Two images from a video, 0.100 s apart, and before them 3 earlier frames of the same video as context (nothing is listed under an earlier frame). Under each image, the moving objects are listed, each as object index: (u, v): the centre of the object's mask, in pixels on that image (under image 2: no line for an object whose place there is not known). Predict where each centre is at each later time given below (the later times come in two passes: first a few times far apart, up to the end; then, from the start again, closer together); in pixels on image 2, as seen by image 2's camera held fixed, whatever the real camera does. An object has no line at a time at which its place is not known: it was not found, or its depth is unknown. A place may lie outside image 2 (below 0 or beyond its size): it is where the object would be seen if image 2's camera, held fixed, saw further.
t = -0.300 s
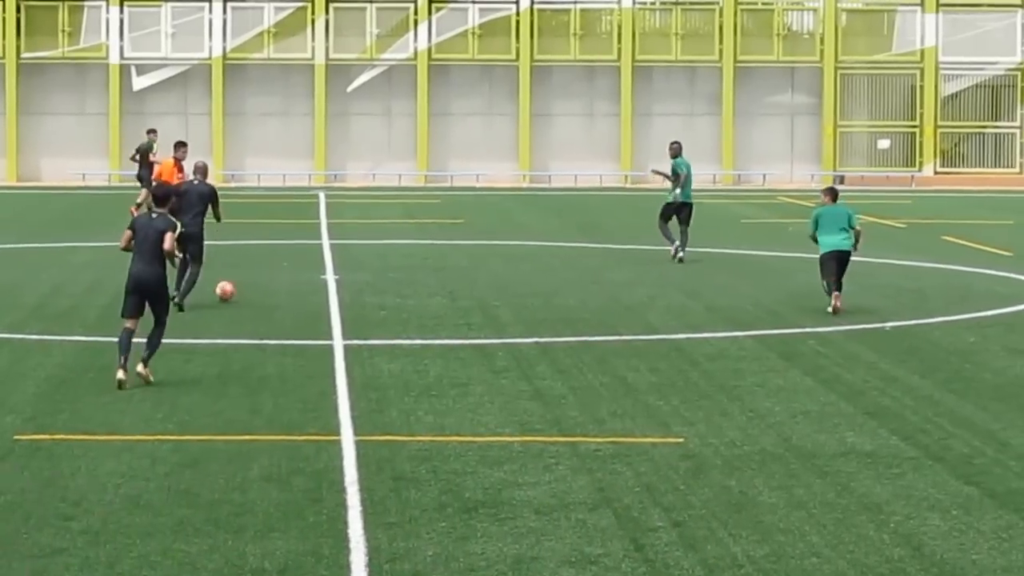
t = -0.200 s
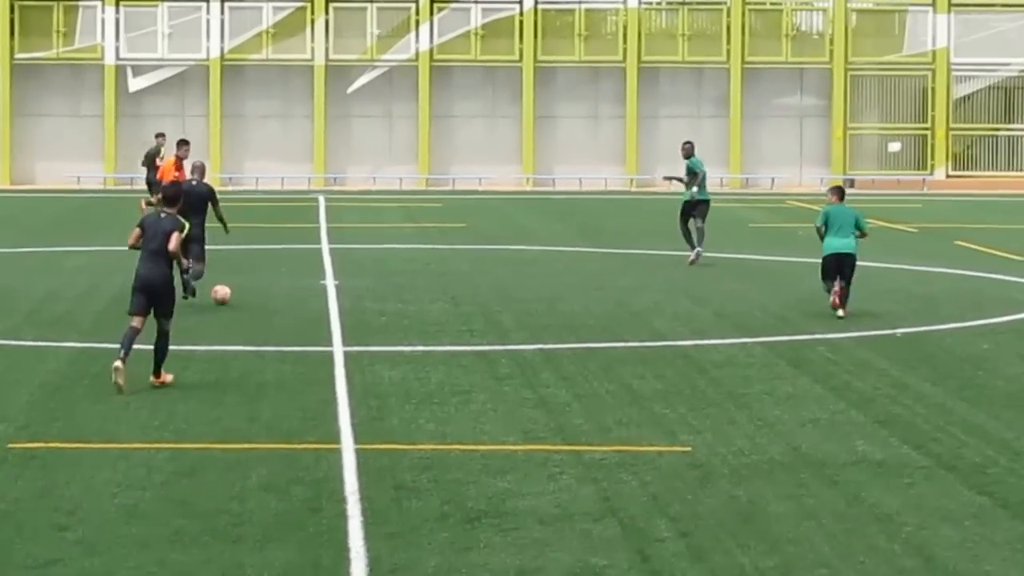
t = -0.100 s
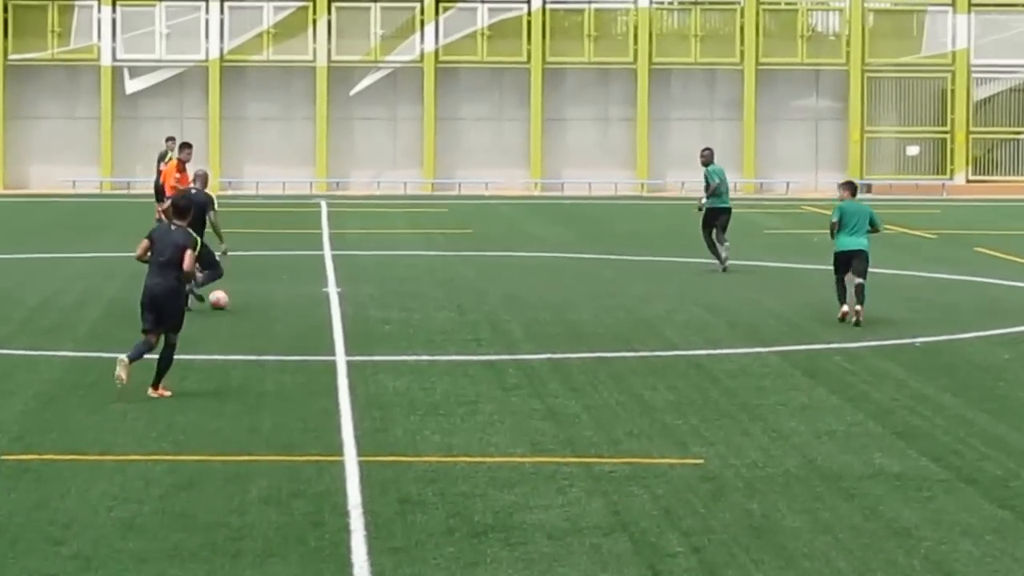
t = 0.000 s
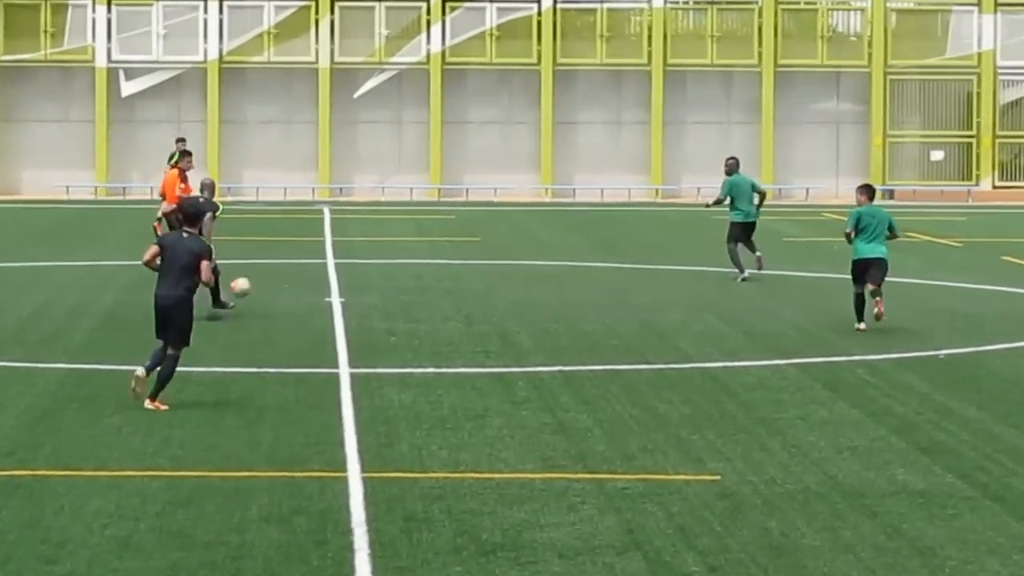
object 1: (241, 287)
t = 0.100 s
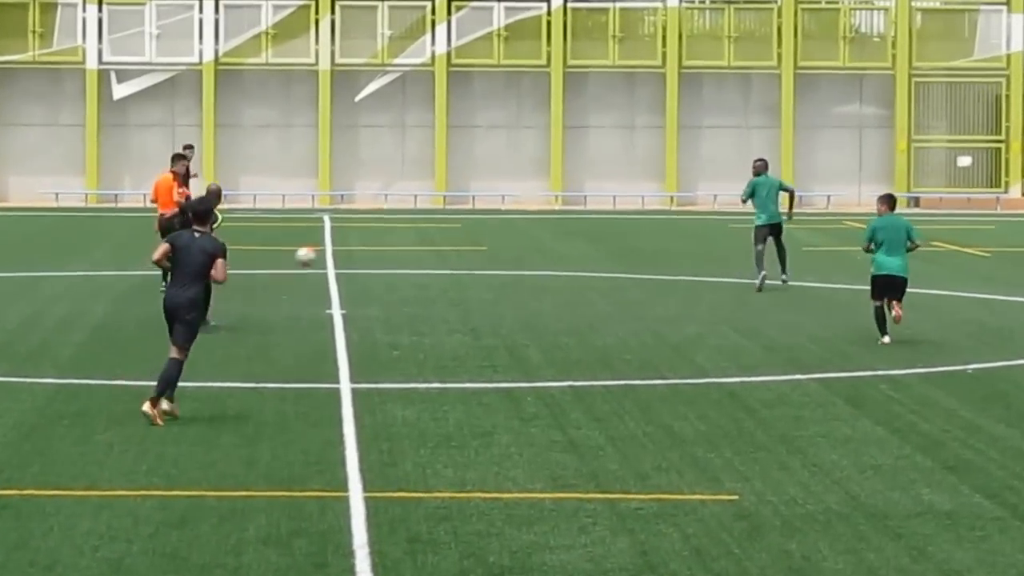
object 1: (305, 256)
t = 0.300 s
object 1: (415, 200)
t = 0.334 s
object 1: (434, 195)
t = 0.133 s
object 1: (326, 244)
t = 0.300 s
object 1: (415, 200)
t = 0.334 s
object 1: (434, 195)
